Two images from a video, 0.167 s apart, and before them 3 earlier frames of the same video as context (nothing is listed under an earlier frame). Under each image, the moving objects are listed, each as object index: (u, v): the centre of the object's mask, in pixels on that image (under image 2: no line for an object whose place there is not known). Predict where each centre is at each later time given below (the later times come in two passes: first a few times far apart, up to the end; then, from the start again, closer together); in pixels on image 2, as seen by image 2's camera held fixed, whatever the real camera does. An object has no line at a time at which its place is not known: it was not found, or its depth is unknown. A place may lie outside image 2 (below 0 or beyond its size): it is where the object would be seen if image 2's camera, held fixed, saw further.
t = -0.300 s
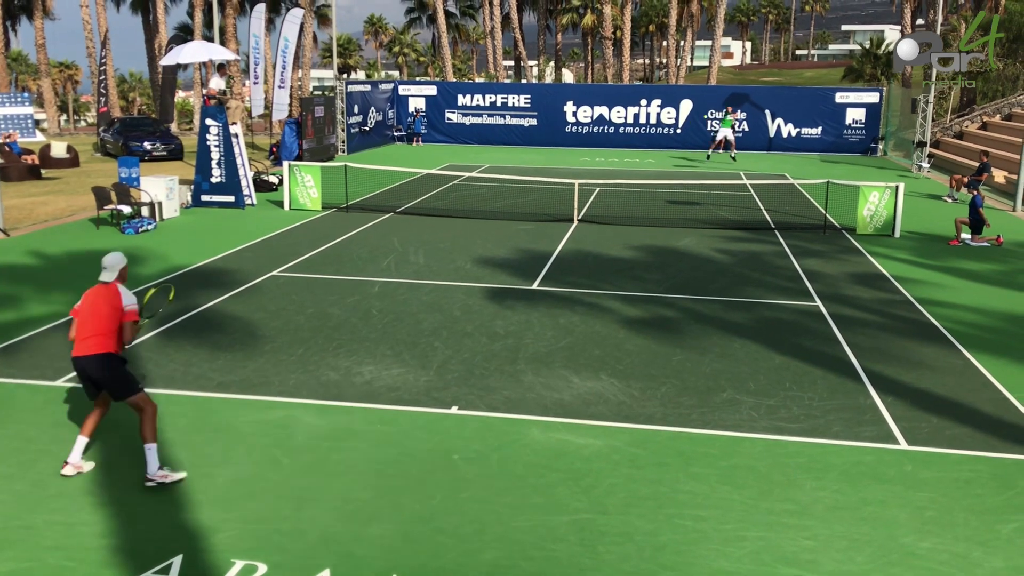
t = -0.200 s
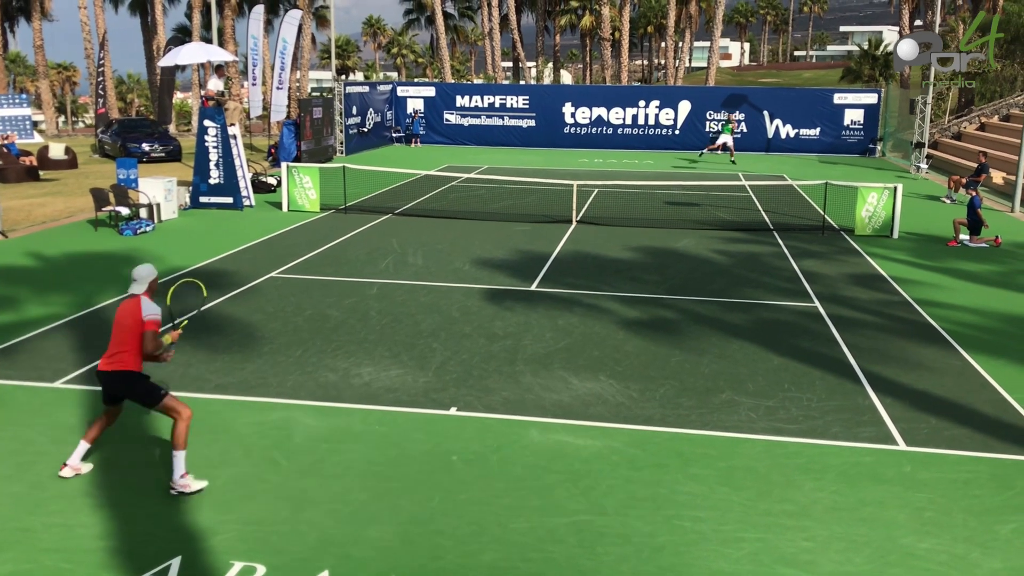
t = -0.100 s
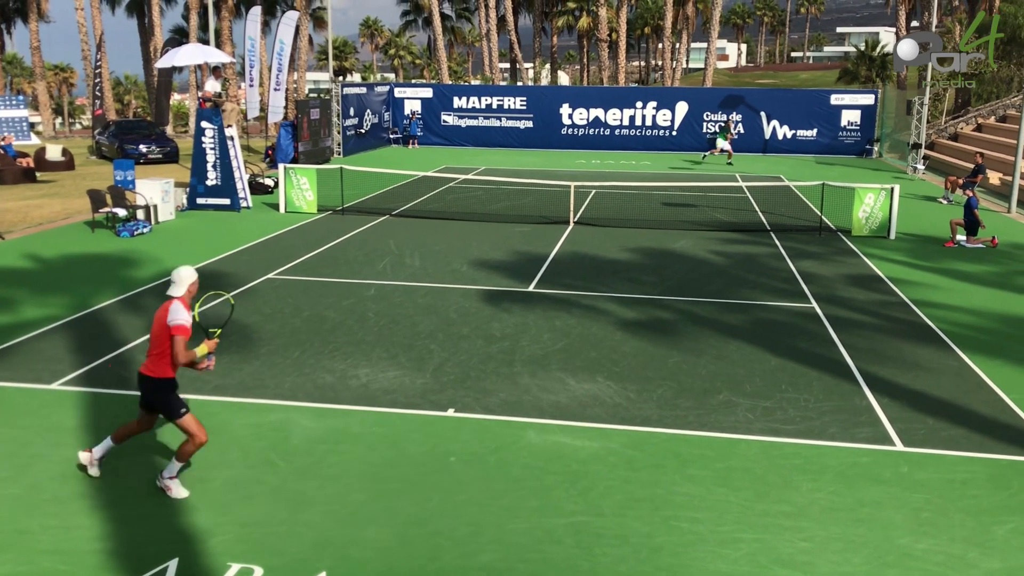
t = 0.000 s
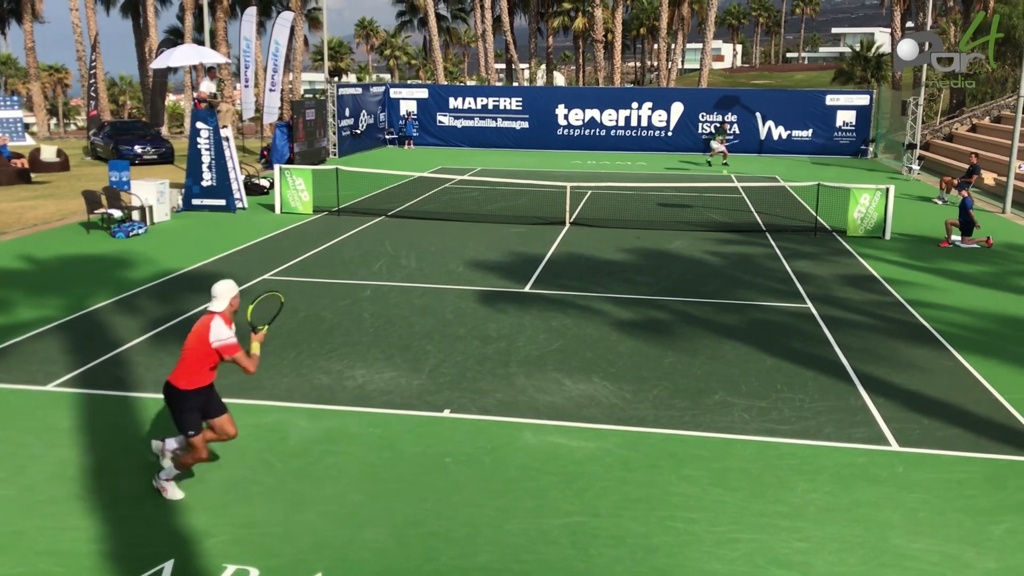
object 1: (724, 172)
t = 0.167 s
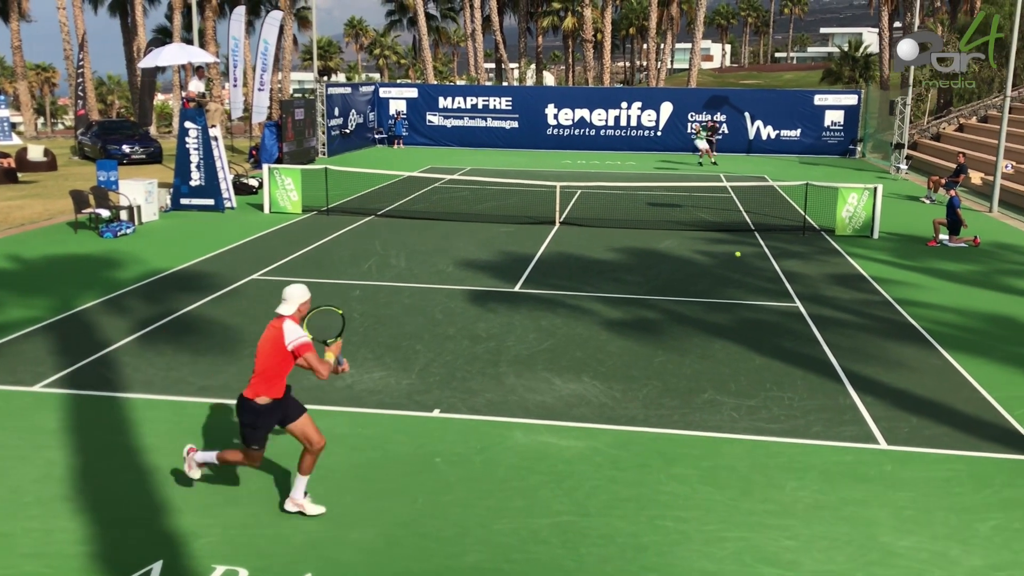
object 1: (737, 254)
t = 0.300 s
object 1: (763, 355)
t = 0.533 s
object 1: (830, 337)
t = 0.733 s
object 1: (930, 396)
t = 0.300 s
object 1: (763, 355)
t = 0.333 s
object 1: (771, 349)
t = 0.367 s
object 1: (779, 344)
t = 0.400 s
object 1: (788, 340)
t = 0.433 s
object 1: (797, 337)
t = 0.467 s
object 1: (807, 336)
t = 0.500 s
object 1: (818, 336)
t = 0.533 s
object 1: (830, 337)
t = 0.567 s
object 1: (843, 341)
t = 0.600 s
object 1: (857, 346)
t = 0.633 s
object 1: (873, 354)
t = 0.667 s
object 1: (890, 364)
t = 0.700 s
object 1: (909, 378)
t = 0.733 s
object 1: (930, 396)
